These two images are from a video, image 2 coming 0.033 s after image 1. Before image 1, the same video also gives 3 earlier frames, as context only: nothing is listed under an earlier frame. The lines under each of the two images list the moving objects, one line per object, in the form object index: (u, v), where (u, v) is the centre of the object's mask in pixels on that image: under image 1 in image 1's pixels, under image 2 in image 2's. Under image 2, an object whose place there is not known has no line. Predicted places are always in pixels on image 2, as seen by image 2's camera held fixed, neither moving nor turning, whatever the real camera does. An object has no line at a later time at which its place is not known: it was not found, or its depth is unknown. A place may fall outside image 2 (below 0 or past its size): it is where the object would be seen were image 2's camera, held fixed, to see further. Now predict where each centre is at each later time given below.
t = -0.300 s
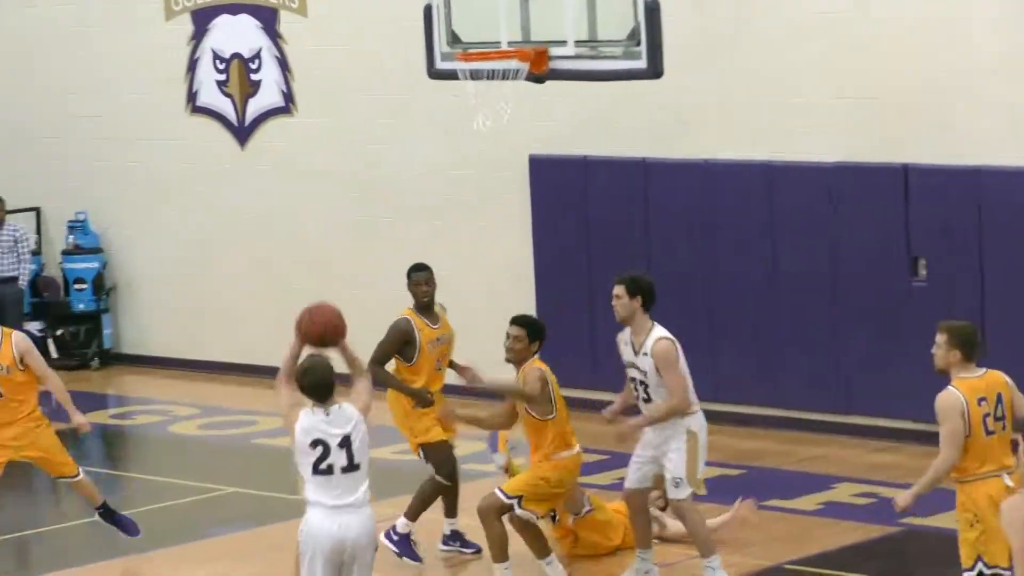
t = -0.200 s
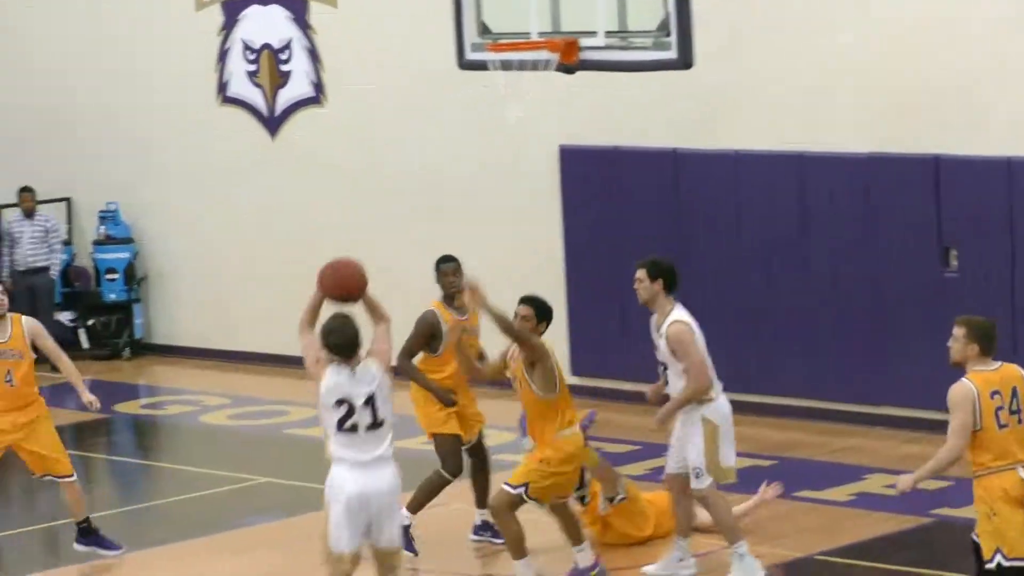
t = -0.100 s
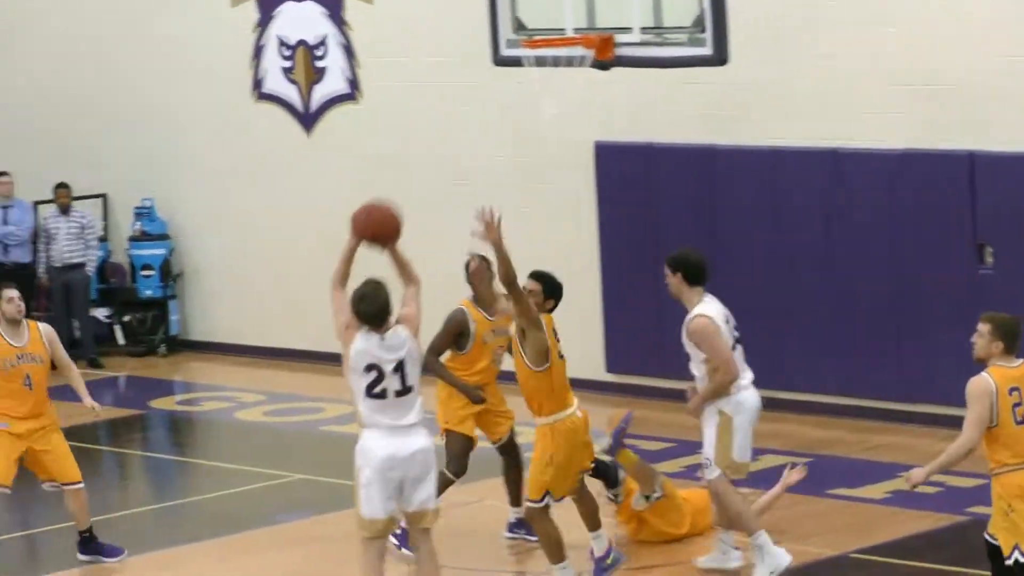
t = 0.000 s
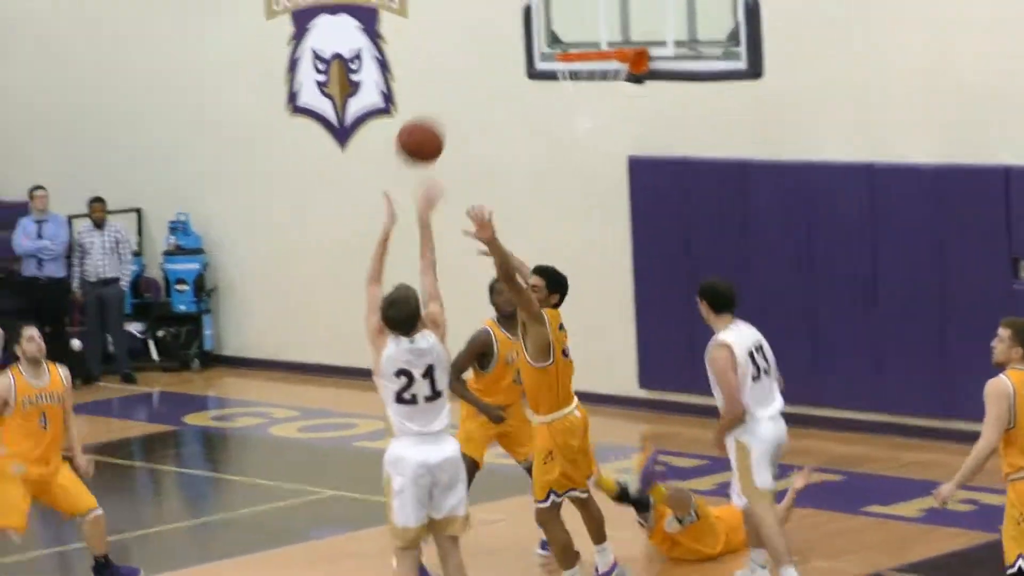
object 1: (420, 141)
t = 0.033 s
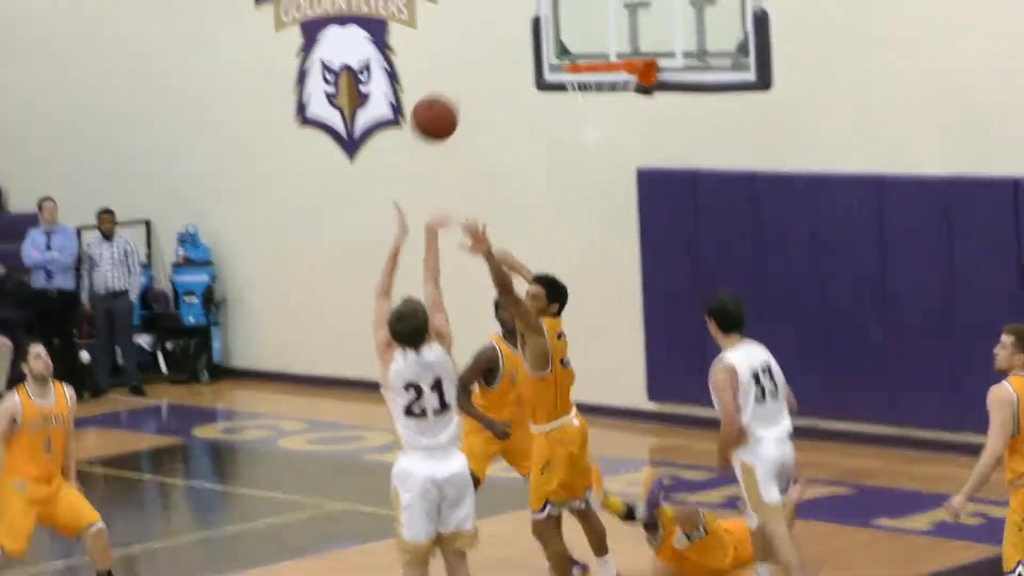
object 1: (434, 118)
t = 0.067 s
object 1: (440, 82)
